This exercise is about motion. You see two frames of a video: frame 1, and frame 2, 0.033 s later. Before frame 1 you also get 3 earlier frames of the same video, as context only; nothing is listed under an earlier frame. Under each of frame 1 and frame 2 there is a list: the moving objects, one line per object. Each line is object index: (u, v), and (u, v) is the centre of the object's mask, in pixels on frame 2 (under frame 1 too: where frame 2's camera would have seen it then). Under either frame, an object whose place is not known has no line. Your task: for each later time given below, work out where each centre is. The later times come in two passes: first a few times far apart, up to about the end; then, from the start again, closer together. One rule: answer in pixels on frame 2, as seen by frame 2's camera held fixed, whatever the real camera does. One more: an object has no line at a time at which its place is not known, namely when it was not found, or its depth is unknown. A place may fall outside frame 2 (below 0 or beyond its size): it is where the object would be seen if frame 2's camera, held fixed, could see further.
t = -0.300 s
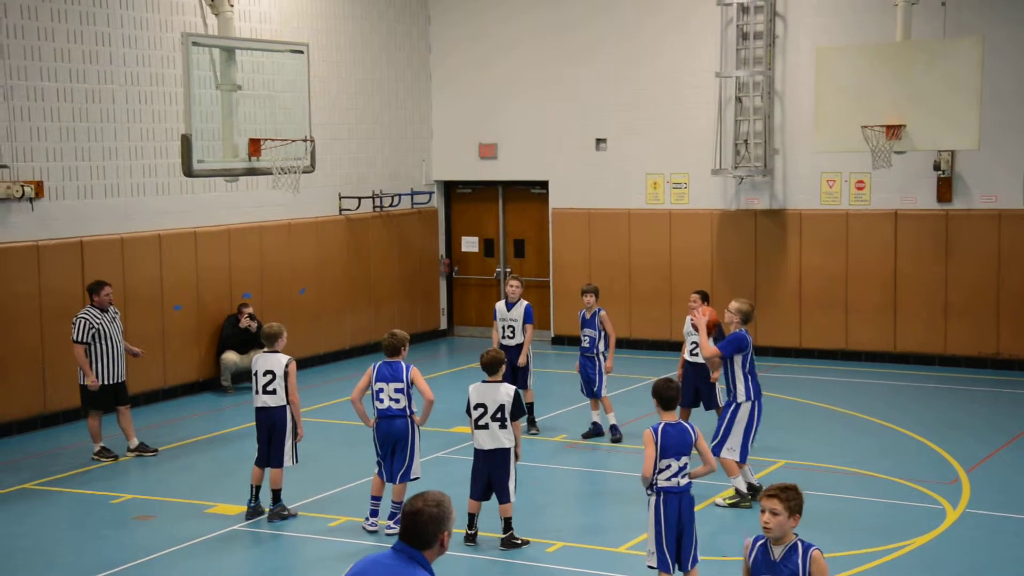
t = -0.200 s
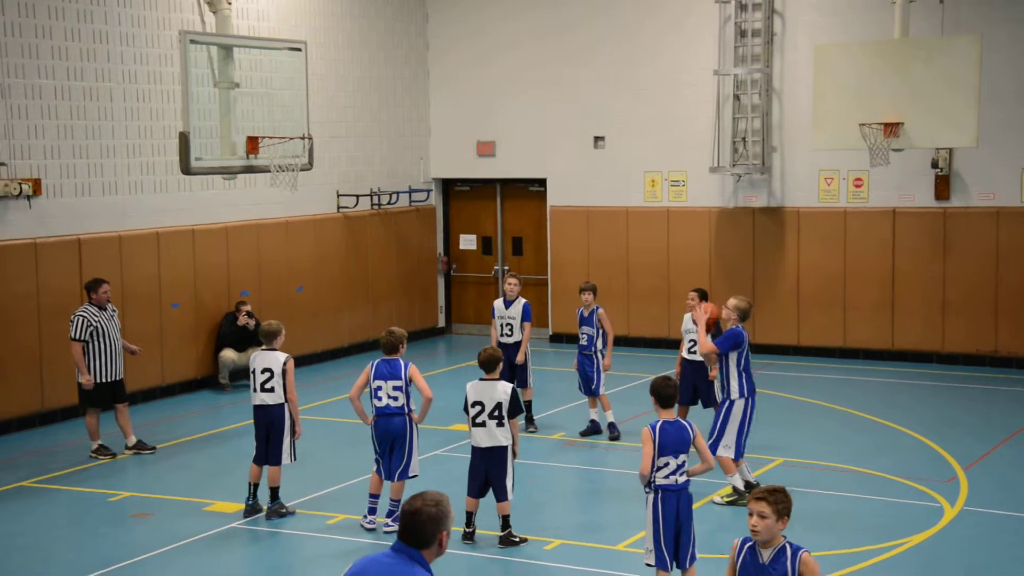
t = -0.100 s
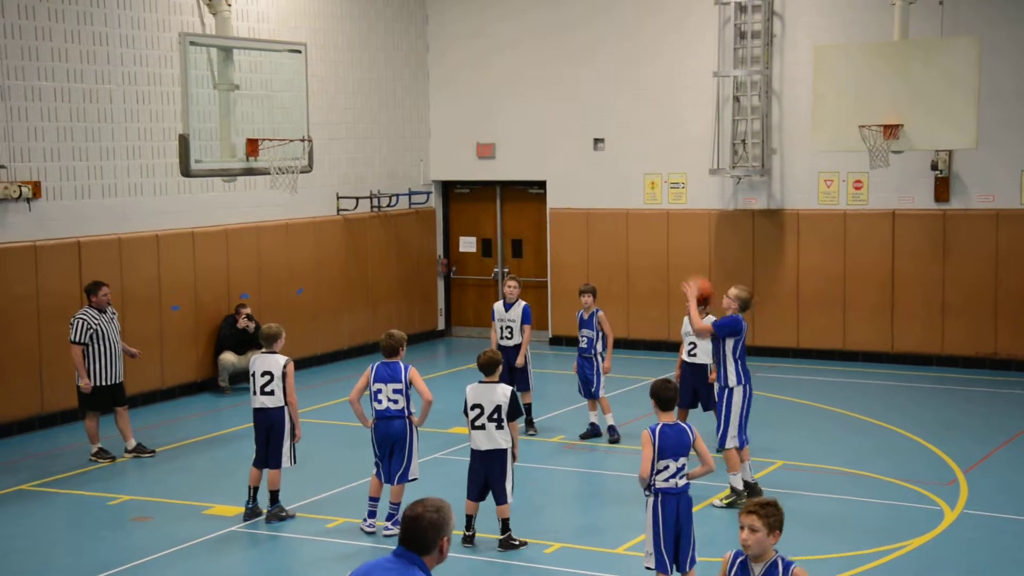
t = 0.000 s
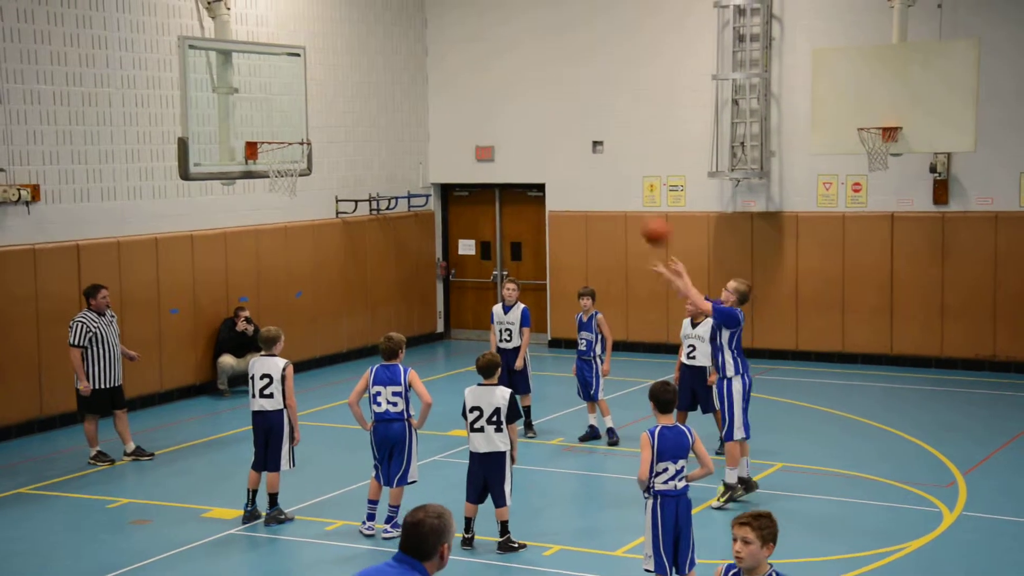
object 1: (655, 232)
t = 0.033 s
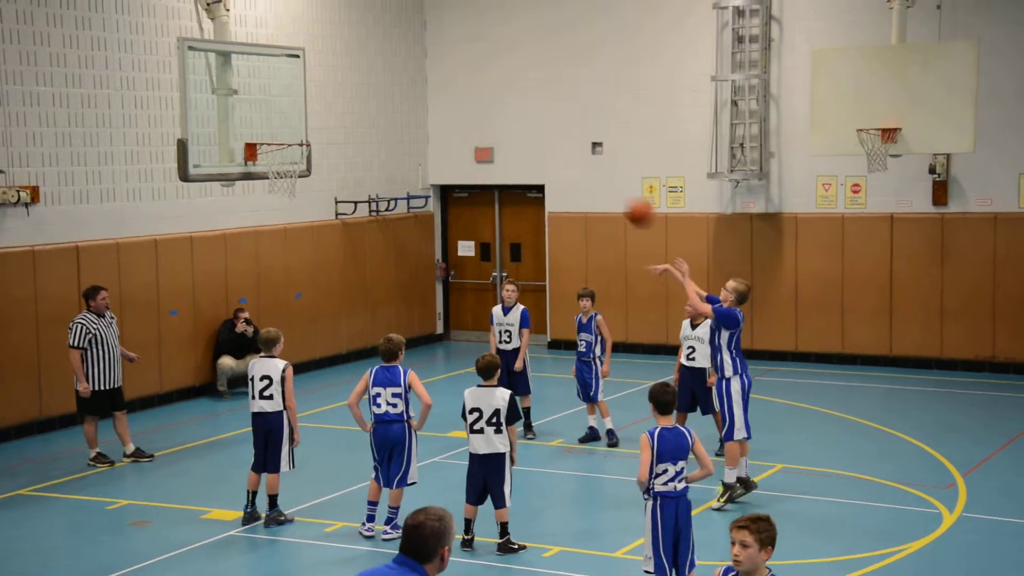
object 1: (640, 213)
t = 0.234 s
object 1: (547, 115)
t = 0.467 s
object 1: (449, 64)
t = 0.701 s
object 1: (360, 72)
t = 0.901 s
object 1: (291, 123)
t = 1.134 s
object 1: (336, 201)
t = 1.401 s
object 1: (414, 351)
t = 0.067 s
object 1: (623, 190)
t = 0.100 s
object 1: (608, 173)
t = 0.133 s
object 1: (592, 157)
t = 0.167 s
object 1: (576, 141)
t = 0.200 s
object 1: (562, 127)
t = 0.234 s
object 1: (547, 115)
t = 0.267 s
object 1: (532, 103)
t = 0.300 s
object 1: (518, 94)
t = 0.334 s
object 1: (504, 86)
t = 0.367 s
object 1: (490, 78)
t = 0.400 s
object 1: (476, 72)
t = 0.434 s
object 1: (462, 67)
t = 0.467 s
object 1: (449, 64)
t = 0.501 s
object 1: (436, 61)
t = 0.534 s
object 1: (422, 60)
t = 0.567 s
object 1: (409, 60)
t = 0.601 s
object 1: (397, 62)
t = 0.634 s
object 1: (384, 64)
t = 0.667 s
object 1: (372, 68)
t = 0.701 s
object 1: (360, 72)
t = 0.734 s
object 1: (348, 78)
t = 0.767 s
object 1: (336, 86)
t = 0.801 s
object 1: (324, 93)
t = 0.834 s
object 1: (313, 102)
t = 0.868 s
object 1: (302, 112)
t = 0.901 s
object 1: (291, 123)
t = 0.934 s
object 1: (280, 134)
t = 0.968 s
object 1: (288, 144)
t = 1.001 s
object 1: (298, 154)
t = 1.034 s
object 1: (310, 165)
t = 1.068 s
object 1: (317, 175)
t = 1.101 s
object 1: (327, 187)
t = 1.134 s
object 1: (336, 201)
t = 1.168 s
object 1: (345, 216)
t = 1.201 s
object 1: (355, 231)
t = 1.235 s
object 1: (365, 248)
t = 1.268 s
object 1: (374, 266)
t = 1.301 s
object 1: (383, 286)
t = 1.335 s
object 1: (394, 305)
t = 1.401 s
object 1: (414, 351)
